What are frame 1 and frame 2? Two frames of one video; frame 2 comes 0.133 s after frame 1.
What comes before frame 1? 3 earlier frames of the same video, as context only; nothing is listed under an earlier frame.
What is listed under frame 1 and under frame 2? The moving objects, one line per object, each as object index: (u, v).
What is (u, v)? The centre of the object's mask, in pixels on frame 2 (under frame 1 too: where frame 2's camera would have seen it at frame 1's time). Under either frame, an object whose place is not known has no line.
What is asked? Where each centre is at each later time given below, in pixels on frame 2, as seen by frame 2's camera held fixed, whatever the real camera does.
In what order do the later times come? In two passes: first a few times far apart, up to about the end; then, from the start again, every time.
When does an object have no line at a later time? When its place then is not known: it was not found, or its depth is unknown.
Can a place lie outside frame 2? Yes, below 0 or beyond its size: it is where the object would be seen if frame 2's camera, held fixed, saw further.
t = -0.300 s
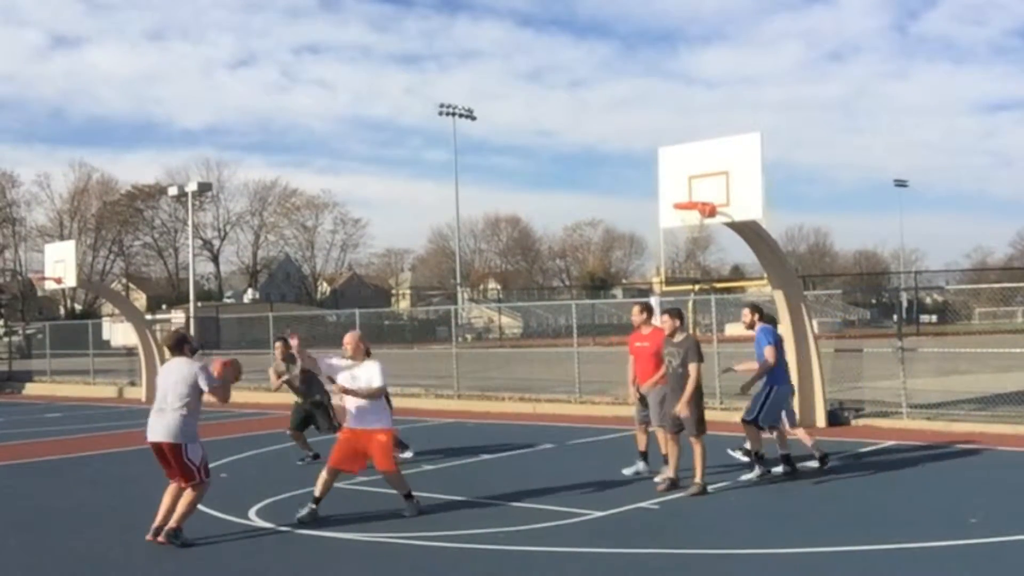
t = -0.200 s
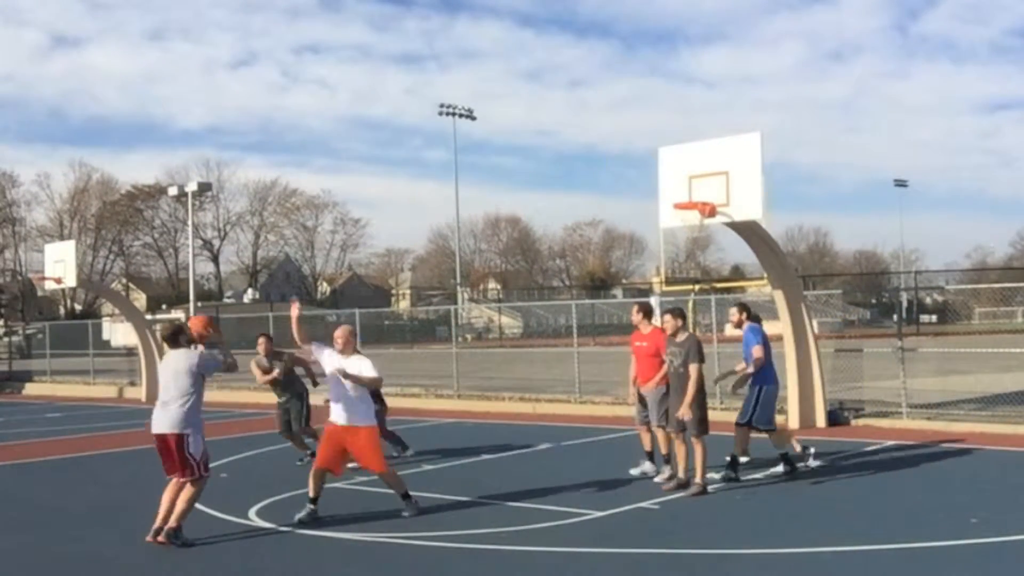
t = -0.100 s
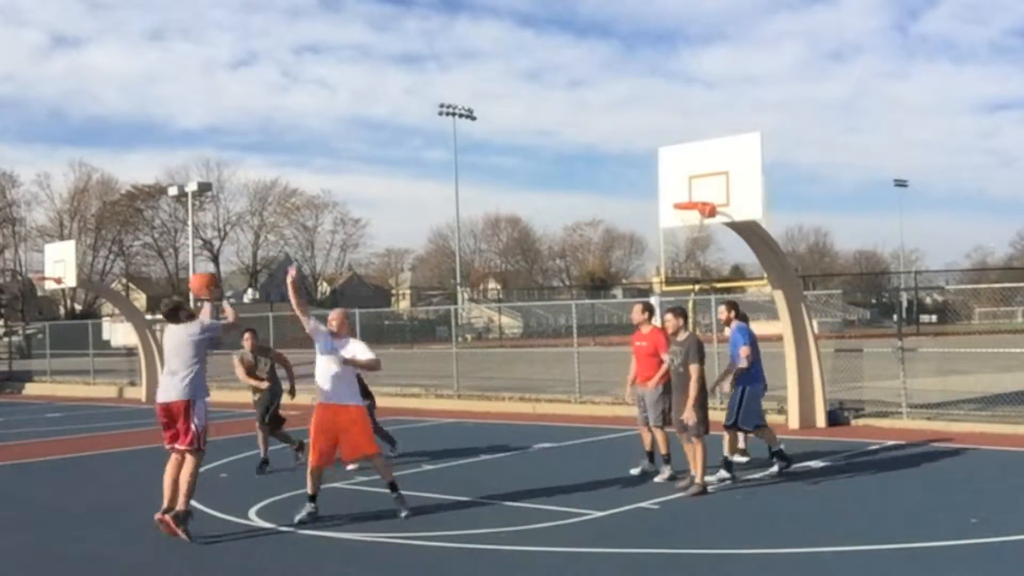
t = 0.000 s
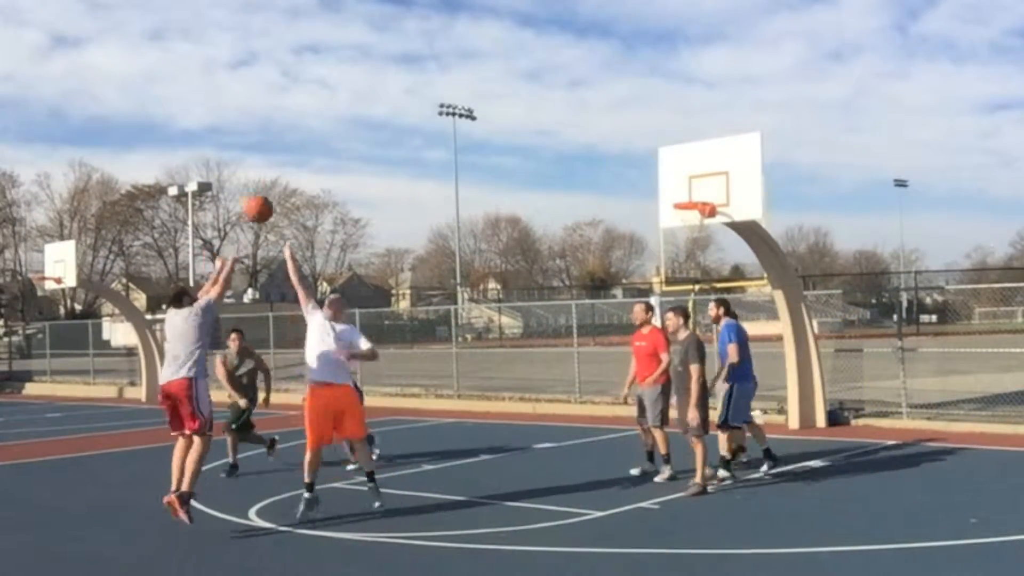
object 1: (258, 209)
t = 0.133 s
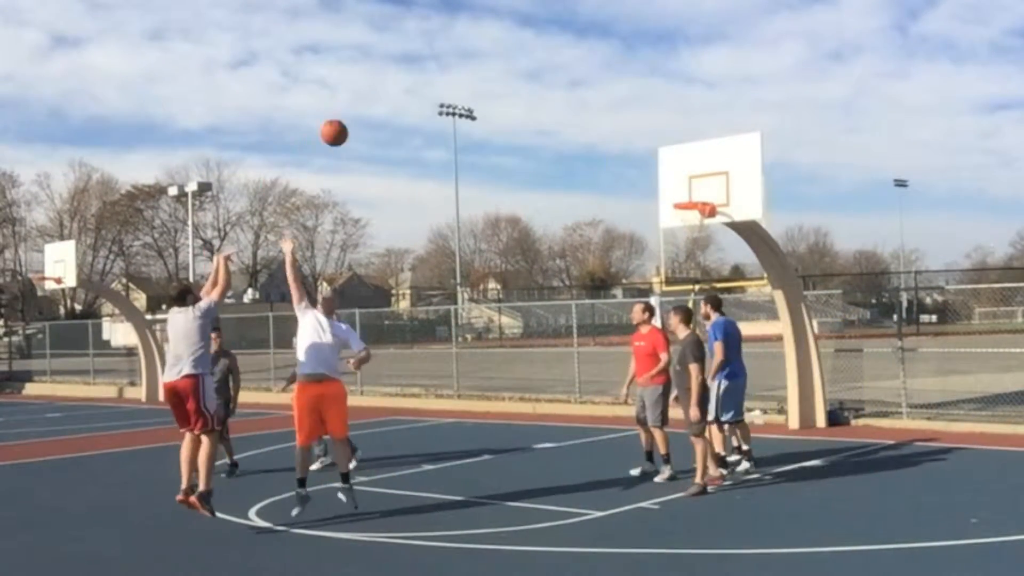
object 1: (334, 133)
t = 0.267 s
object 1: (401, 84)
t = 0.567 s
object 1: (529, 53)
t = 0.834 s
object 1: (621, 93)
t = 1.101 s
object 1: (700, 179)
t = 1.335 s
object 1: (706, 164)
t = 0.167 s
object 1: (352, 118)
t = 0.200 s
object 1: (369, 105)
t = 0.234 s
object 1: (385, 94)
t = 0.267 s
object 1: (401, 84)
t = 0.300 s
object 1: (417, 76)
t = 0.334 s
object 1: (432, 69)
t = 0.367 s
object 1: (447, 63)
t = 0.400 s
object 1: (461, 59)
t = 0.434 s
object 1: (475, 55)
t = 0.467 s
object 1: (489, 53)
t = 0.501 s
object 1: (503, 52)
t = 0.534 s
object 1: (516, 52)
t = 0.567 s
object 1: (529, 53)
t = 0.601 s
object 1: (541, 55)
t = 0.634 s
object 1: (553, 58)
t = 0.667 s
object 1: (565, 62)
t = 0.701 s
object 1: (577, 66)
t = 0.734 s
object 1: (589, 72)
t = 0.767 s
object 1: (600, 78)
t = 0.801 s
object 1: (611, 85)
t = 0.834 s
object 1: (621, 93)
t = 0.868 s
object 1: (632, 101)
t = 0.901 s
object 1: (642, 111)
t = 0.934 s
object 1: (653, 120)
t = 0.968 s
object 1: (662, 131)
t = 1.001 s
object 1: (672, 142)
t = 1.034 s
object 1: (682, 154)
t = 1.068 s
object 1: (691, 166)
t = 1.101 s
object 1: (700, 179)
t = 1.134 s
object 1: (712, 194)
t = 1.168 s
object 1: (710, 191)
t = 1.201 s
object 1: (709, 184)
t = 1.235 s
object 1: (708, 178)
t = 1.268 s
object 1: (707, 173)
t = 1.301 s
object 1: (707, 168)
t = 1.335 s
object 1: (706, 164)
